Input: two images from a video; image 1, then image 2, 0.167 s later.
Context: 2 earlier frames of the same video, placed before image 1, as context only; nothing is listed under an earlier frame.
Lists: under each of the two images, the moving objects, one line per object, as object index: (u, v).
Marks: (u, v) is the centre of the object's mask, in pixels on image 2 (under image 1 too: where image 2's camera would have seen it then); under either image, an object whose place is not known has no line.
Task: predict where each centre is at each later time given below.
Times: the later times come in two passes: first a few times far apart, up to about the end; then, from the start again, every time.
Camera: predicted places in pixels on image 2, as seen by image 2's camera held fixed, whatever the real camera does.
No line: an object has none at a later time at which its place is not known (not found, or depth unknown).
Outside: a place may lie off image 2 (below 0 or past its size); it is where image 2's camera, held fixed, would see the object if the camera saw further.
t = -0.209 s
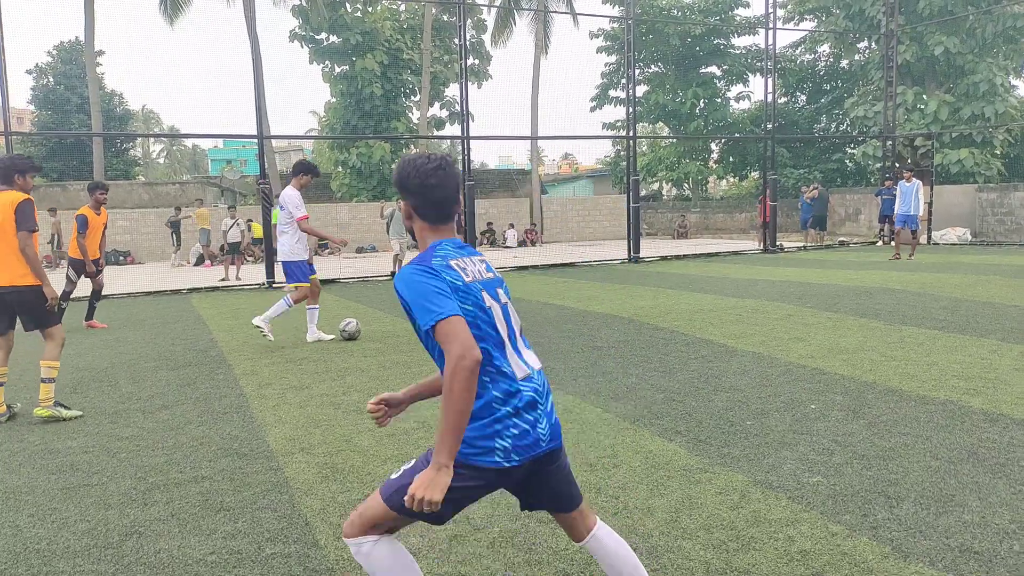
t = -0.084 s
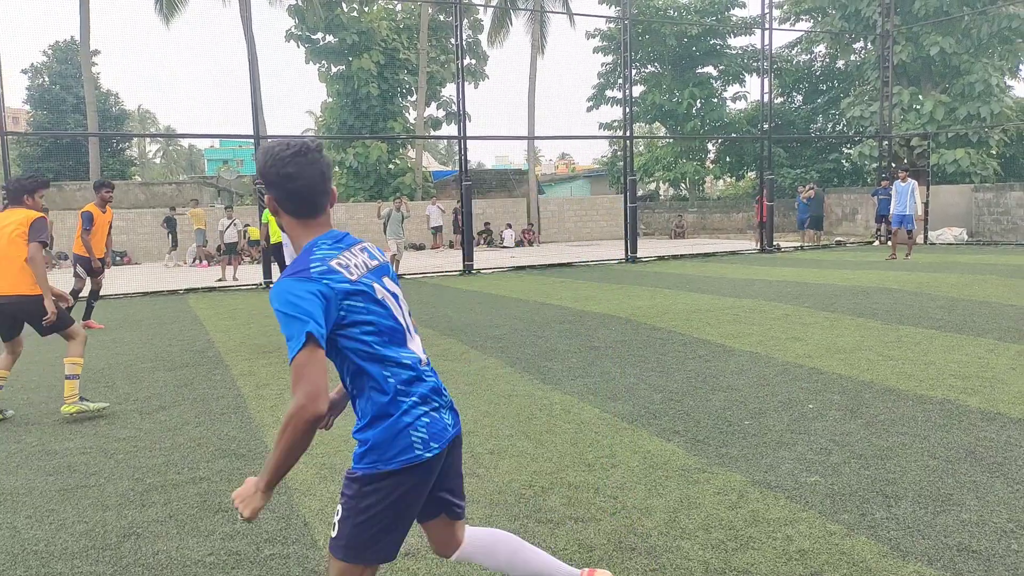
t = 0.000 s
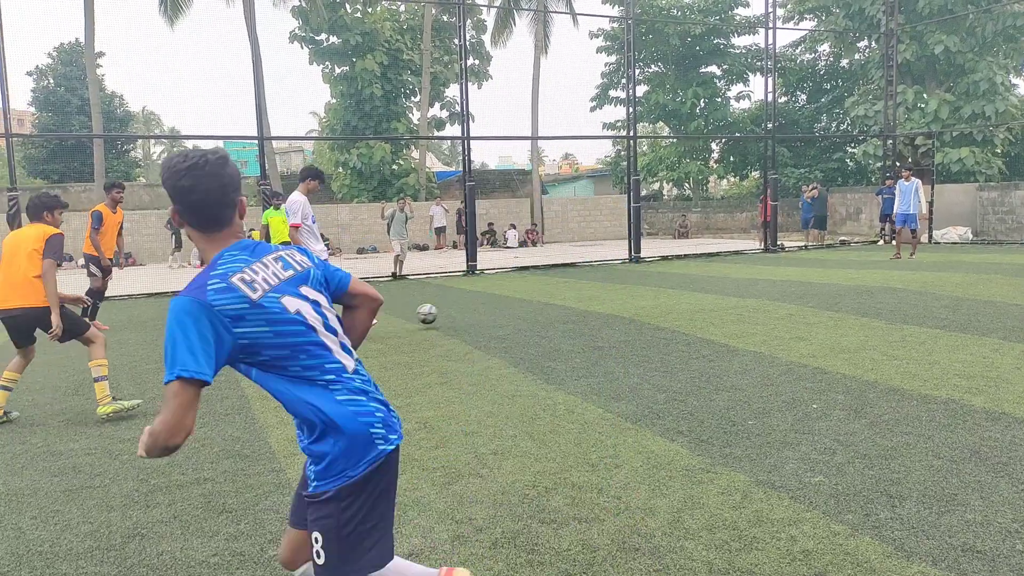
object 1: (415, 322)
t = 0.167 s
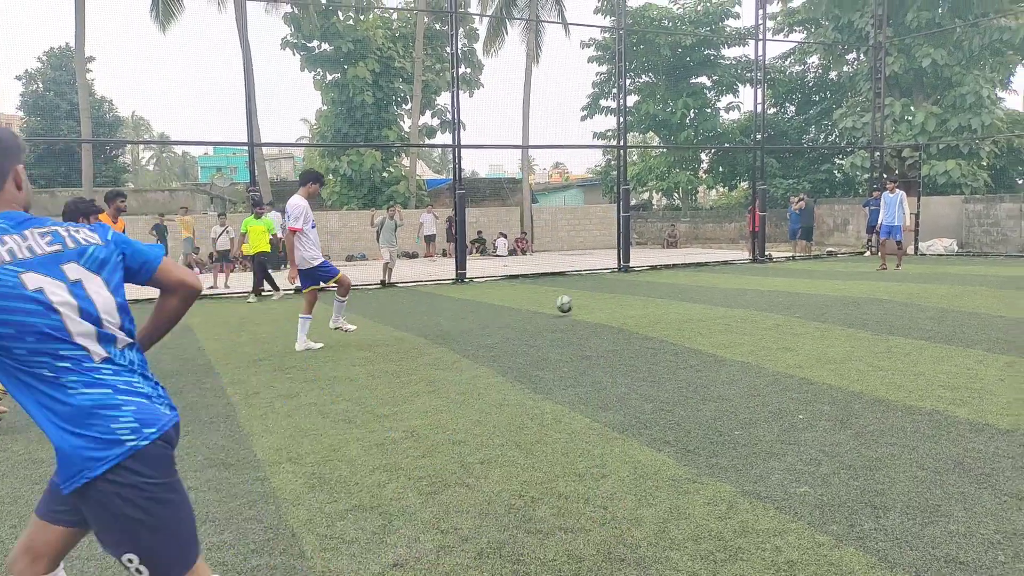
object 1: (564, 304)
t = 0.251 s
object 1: (620, 299)
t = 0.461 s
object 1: (721, 286)
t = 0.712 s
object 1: (800, 277)
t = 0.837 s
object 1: (827, 271)
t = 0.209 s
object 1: (594, 304)
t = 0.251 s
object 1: (620, 299)
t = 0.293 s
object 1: (643, 293)
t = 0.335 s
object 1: (664, 289)
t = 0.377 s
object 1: (684, 287)
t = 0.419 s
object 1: (703, 286)
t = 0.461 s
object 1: (721, 286)
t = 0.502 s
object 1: (737, 285)
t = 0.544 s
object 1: (751, 281)
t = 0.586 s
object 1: (764, 279)
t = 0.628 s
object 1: (776, 277)
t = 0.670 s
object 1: (789, 277)
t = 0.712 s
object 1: (800, 277)
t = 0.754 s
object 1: (809, 274)
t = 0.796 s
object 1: (819, 271)
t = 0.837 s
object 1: (827, 271)
